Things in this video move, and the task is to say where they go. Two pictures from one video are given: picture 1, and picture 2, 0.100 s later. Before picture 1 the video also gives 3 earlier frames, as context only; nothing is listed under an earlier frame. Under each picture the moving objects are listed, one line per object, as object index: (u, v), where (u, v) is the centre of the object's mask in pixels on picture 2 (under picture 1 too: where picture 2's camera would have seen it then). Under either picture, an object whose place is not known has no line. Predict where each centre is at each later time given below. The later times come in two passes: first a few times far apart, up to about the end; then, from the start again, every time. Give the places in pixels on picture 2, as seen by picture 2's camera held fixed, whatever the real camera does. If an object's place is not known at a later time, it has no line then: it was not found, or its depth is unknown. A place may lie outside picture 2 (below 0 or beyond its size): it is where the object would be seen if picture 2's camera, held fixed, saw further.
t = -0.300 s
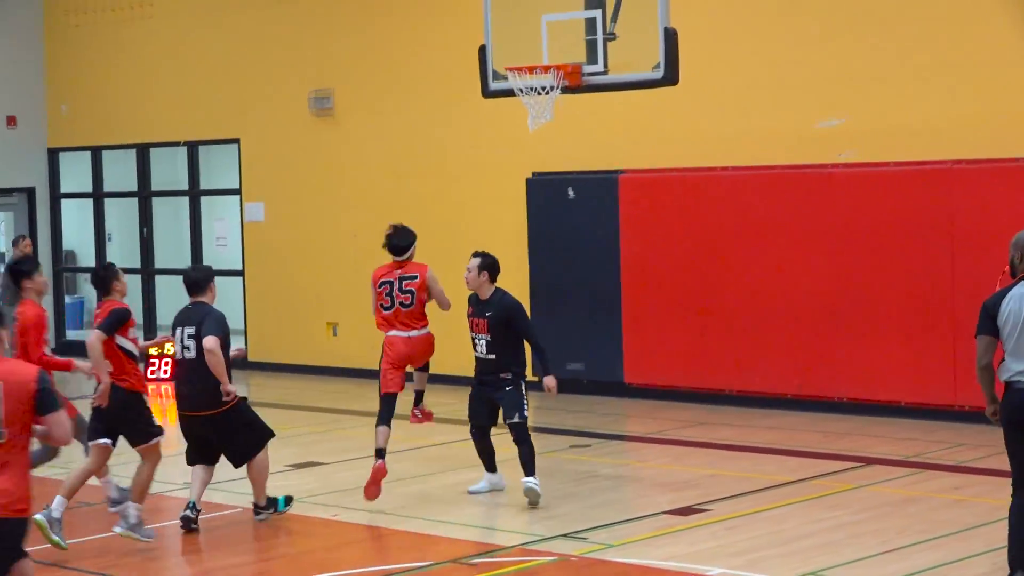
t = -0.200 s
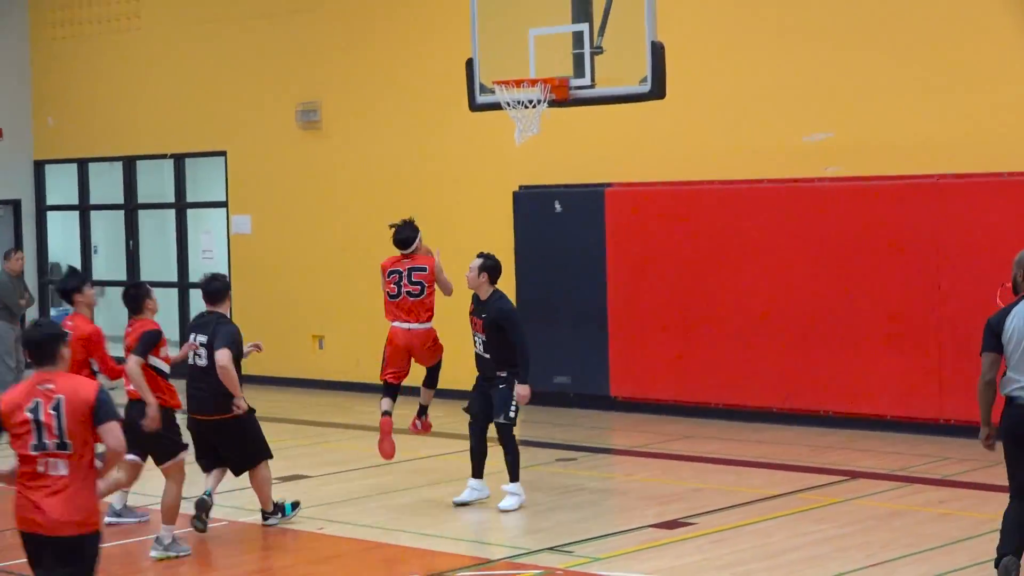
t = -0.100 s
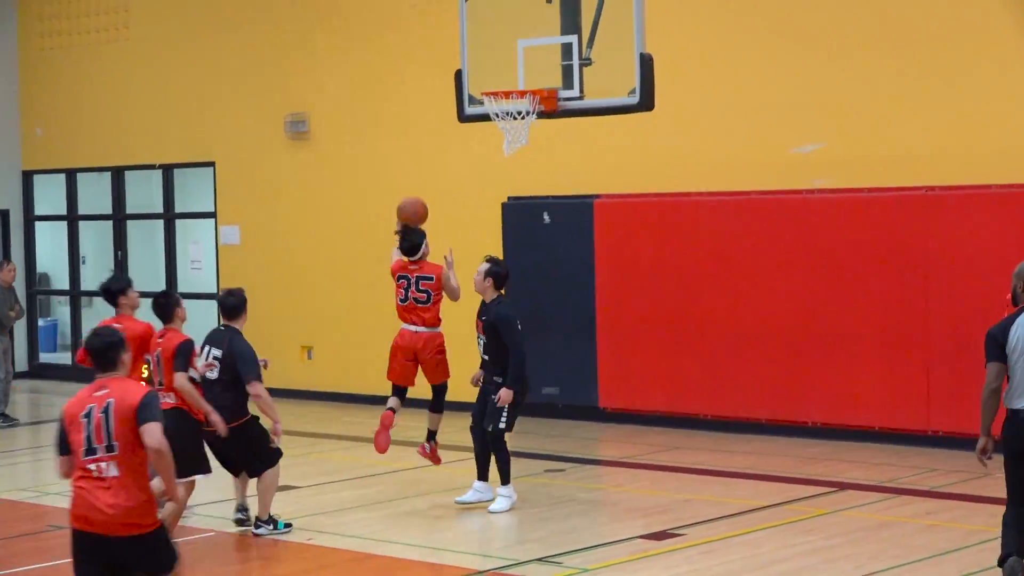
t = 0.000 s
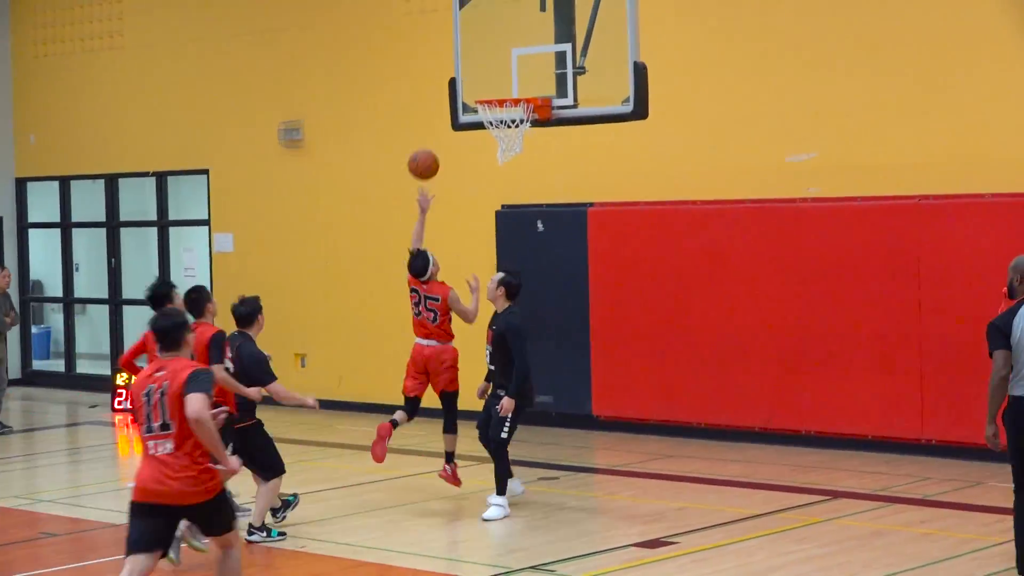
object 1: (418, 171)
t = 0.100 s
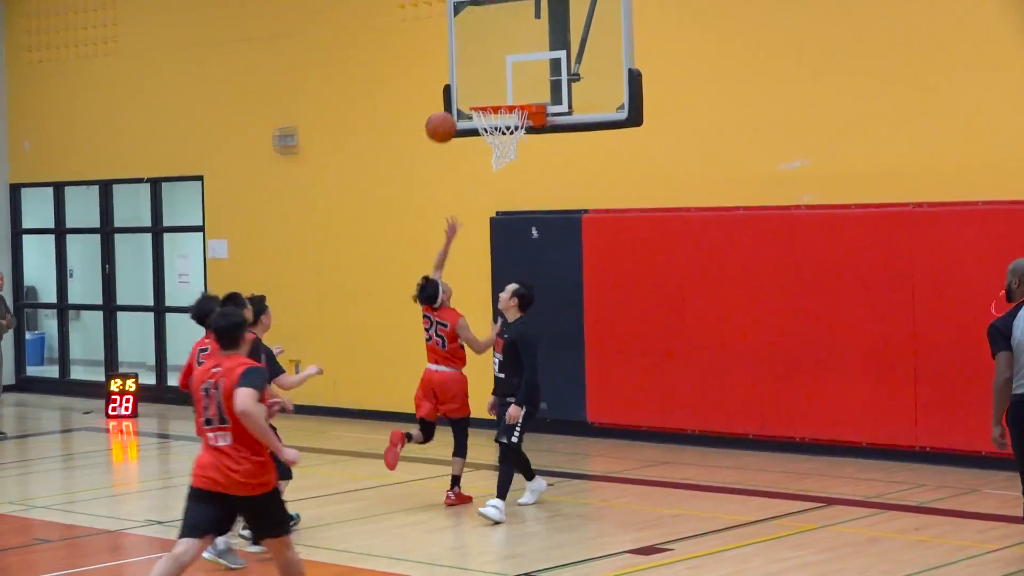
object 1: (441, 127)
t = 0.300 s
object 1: (487, 78)
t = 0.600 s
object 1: (492, 95)
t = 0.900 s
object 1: (495, 150)
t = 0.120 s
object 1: (445, 120)
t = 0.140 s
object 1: (450, 113)
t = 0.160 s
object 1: (454, 107)
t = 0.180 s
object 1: (459, 101)
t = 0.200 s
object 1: (464, 96)
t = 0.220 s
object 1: (469, 91)
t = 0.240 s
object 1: (473, 87)
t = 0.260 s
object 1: (478, 83)
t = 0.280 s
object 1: (483, 80)
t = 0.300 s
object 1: (487, 78)
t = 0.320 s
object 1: (492, 76)
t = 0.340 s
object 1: (496, 74)
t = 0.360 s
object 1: (495, 73)
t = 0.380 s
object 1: (495, 72)
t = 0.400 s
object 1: (495, 72)
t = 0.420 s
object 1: (494, 72)
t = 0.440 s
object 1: (494, 73)
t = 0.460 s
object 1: (494, 74)
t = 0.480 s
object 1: (494, 76)
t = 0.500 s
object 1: (493, 79)
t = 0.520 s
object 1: (493, 82)
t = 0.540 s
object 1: (493, 85)
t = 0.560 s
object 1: (493, 89)
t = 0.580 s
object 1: (493, 92)
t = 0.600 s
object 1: (492, 95)
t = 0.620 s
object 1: (492, 98)
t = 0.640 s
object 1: (490, 105)
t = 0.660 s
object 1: (491, 121)
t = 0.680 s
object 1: (492, 124)
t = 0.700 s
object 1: (491, 130)
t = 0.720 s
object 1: (491, 132)
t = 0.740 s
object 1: (491, 134)
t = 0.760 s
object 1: (491, 137)
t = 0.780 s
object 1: (491, 139)
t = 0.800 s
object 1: (490, 140)
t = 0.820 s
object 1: (491, 142)
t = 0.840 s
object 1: (492, 143)
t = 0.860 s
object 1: (493, 145)
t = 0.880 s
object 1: (494, 147)
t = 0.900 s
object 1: (495, 150)
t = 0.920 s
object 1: (495, 153)
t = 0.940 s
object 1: (497, 156)
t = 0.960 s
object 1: (498, 159)
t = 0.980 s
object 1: (499, 164)
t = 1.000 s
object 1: (502, 170)
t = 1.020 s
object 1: (504, 176)
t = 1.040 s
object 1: (504, 179)
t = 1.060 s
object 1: (505, 184)
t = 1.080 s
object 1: (507, 190)
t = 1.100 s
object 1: (508, 197)
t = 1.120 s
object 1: (509, 205)
